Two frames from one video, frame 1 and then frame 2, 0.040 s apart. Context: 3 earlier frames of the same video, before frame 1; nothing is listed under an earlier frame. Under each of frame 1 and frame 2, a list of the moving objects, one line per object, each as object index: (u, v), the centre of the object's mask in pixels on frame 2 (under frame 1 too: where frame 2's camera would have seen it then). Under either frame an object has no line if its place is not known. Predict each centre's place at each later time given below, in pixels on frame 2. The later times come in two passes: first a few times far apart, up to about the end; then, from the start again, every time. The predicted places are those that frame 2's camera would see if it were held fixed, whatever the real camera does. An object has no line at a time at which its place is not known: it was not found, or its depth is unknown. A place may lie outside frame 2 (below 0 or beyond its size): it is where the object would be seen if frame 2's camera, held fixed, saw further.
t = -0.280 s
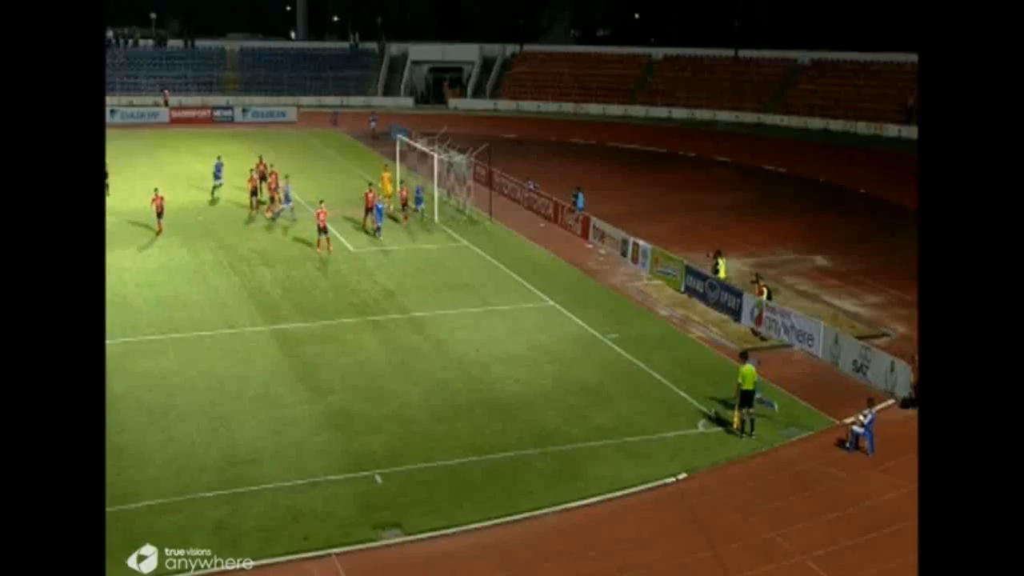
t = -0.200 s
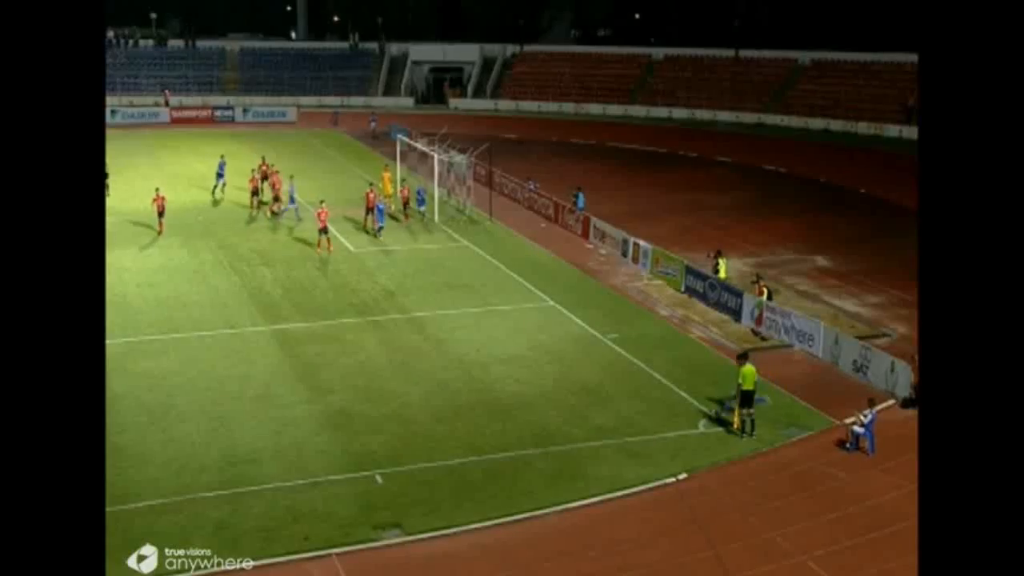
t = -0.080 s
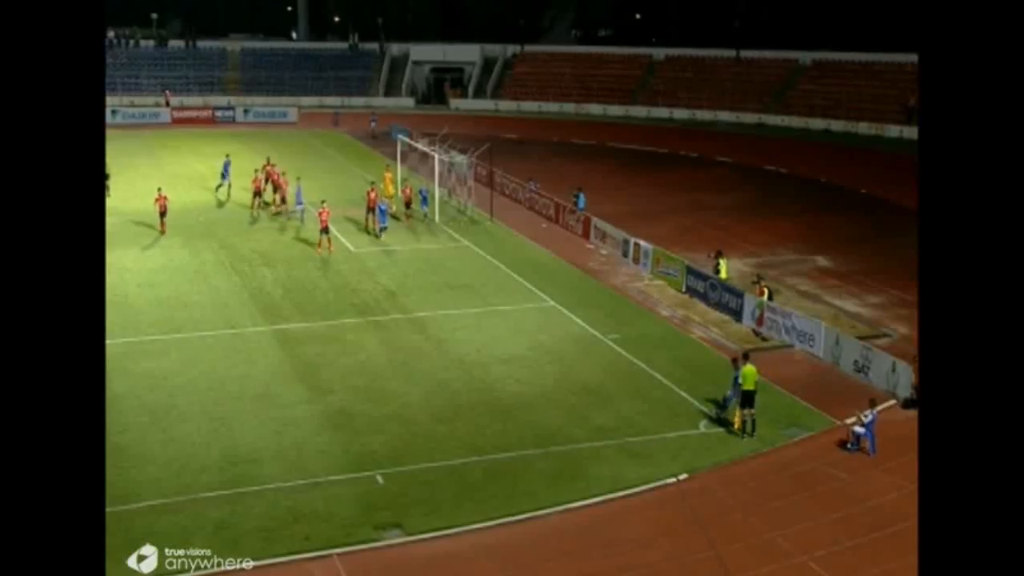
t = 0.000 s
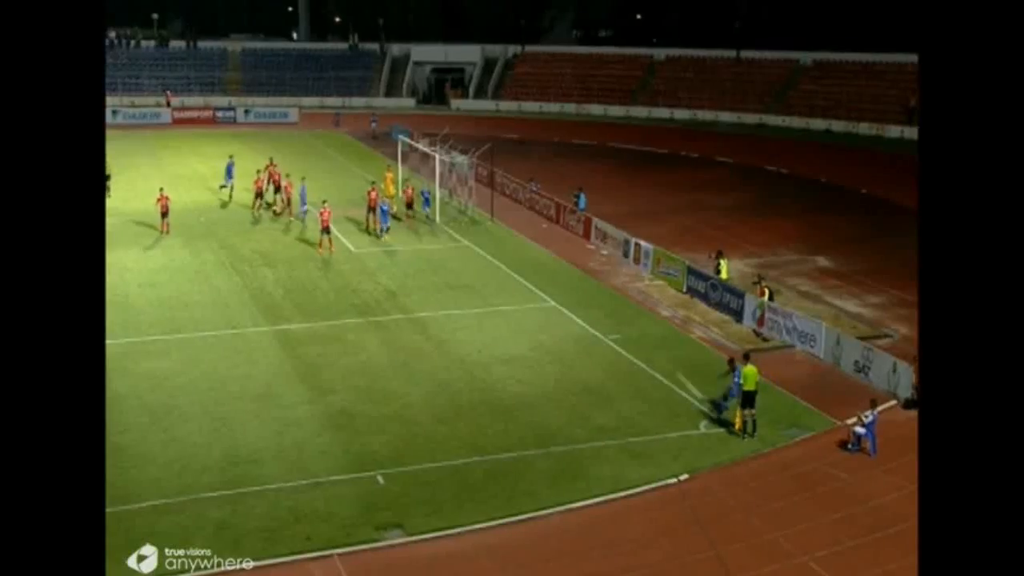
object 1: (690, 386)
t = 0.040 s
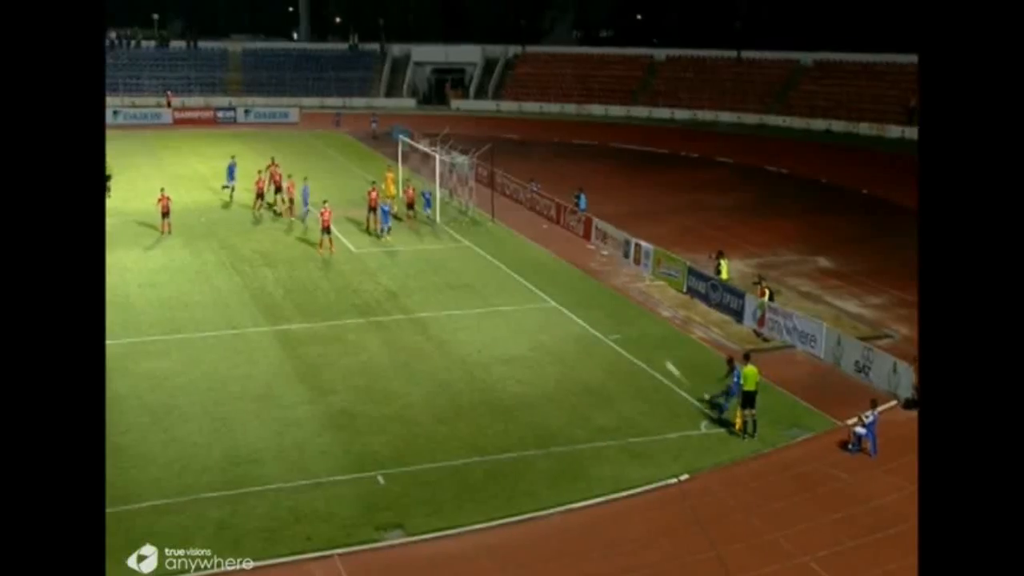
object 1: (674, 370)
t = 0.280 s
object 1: (585, 285)
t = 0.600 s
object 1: (501, 211)
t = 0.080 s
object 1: (656, 352)
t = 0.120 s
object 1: (640, 337)
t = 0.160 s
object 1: (625, 322)
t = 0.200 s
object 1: (612, 310)
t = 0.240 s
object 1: (597, 296)
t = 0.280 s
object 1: (585, 285)
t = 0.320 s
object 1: (572, 273)
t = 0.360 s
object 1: (560, 263)
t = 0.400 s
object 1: (549, 254)
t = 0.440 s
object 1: (537, 243)
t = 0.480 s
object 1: (529, 235)
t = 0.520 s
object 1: (518, 226)
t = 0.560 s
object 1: (510, 220)
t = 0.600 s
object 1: (501, 211)
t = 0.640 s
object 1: (493, 205)
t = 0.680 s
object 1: (485, 198)
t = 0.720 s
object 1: (477, 192)
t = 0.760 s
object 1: (471, 186)
